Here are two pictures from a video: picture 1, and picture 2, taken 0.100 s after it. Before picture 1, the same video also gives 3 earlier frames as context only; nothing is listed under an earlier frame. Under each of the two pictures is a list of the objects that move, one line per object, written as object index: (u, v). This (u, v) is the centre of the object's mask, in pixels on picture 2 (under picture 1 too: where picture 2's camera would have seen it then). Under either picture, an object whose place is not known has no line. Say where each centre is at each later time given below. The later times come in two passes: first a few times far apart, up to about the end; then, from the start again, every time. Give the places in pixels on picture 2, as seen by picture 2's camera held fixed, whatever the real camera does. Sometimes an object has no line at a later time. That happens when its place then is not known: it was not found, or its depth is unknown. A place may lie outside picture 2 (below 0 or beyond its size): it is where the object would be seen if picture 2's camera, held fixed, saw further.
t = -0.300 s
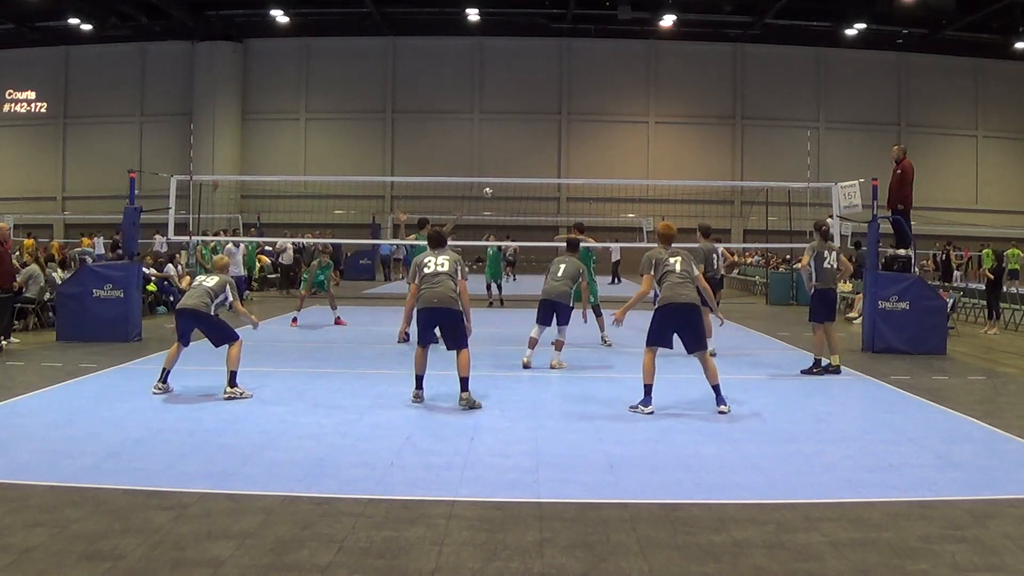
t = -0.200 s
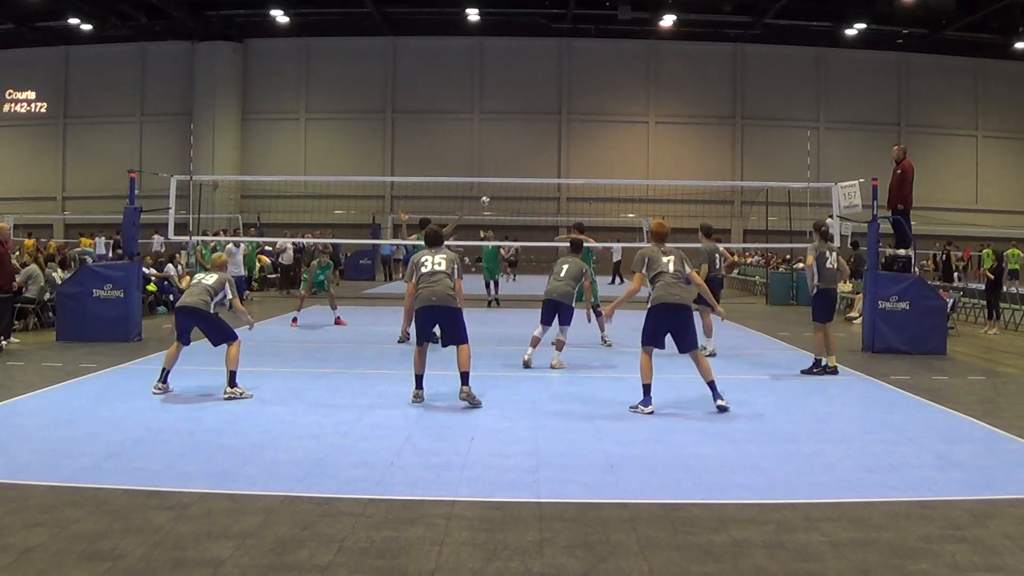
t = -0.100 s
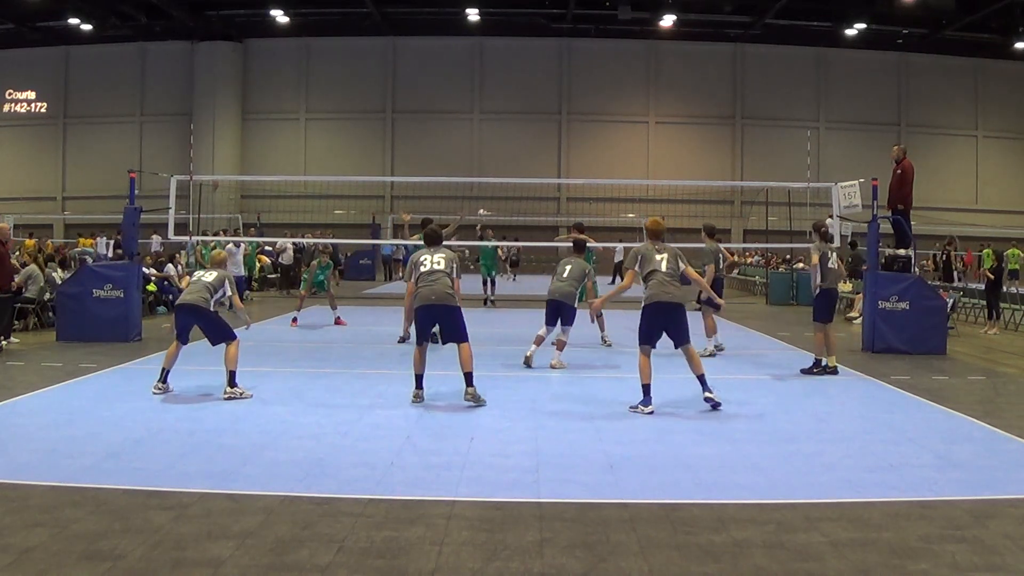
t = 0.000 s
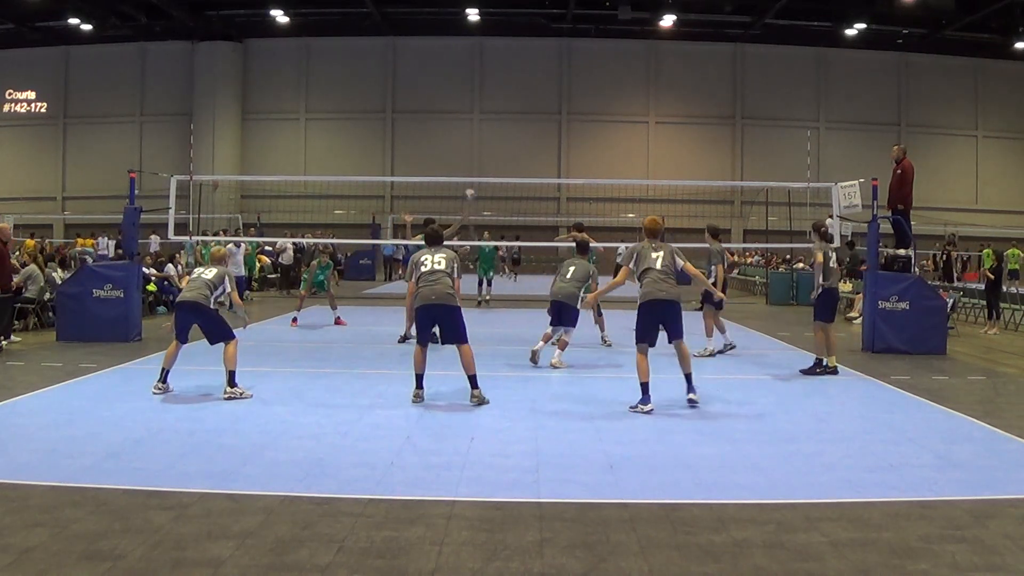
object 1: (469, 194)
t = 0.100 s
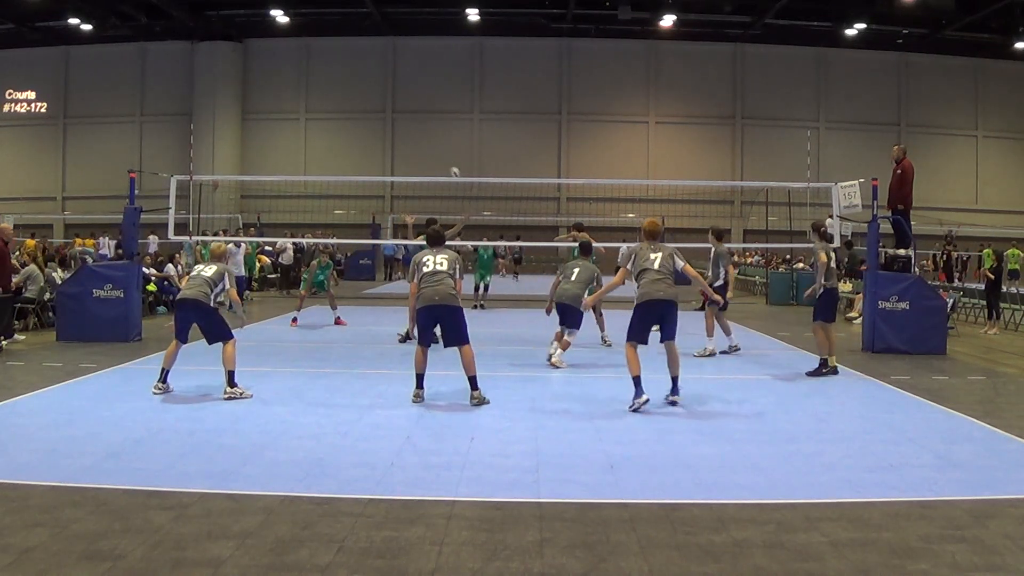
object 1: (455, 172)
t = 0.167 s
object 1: (444, 160)
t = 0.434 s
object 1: (393, 121)
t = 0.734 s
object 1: (321, 124)
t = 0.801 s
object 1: (301, 136)
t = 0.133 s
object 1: (449, 166)
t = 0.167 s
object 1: (444, 160)
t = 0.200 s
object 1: (438, 153)
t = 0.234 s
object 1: (432, 147)
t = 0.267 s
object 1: (426, 142)
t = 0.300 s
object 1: (419, 137)
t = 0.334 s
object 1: (413, 132)
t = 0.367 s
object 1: (406, 128)
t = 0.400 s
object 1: (399, 124)
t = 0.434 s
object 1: (393, 121)
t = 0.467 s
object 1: (386, 118)
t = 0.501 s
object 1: (379, 115)
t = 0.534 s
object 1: (372, 115)
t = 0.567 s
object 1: (364, 114)
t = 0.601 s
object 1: (357, 114)
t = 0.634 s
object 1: (349, 115)
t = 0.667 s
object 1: (340, 117)
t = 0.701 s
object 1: (331, 120)
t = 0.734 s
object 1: (321, 124)
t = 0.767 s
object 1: (312, 129)
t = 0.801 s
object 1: (301, 136)
